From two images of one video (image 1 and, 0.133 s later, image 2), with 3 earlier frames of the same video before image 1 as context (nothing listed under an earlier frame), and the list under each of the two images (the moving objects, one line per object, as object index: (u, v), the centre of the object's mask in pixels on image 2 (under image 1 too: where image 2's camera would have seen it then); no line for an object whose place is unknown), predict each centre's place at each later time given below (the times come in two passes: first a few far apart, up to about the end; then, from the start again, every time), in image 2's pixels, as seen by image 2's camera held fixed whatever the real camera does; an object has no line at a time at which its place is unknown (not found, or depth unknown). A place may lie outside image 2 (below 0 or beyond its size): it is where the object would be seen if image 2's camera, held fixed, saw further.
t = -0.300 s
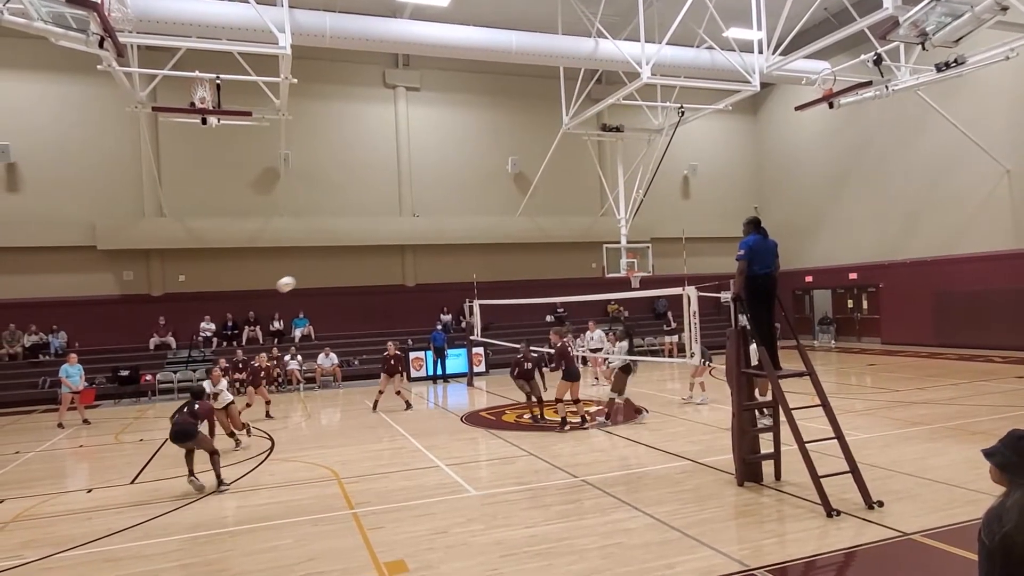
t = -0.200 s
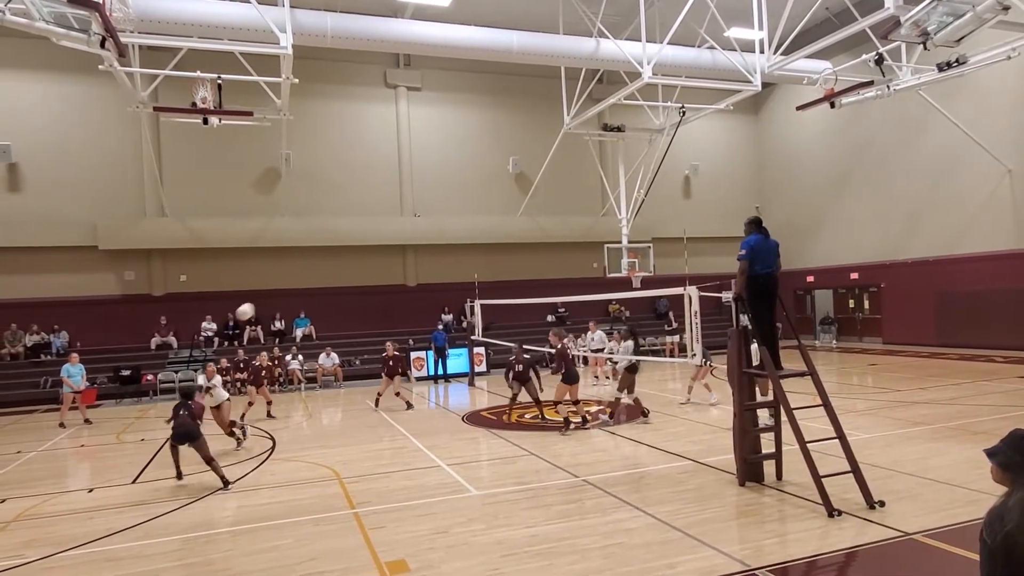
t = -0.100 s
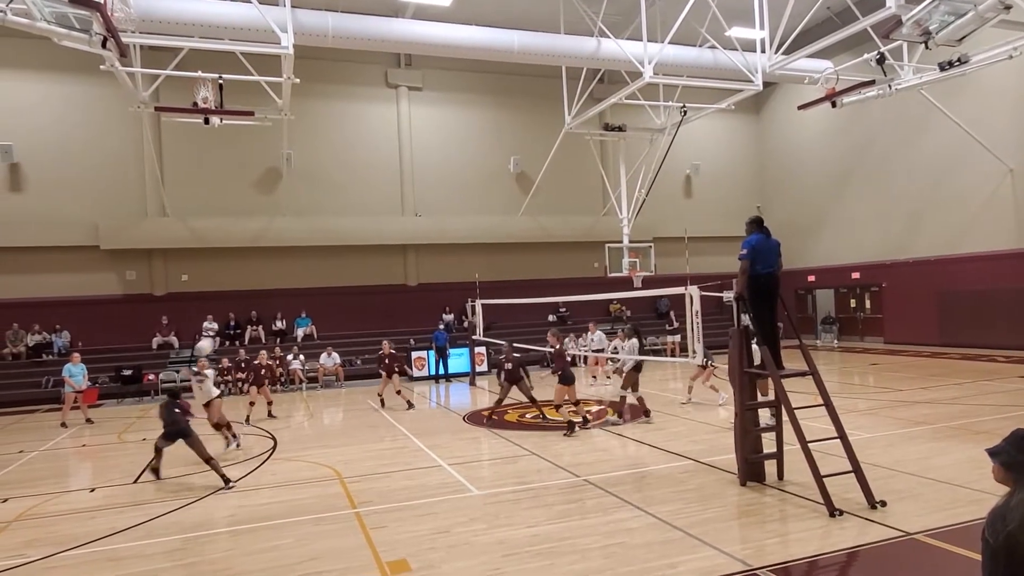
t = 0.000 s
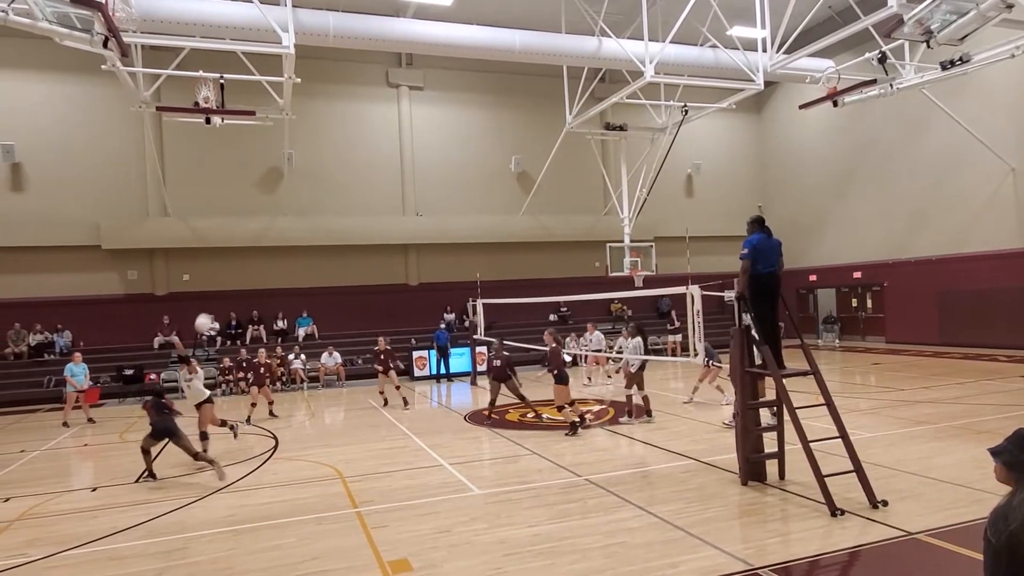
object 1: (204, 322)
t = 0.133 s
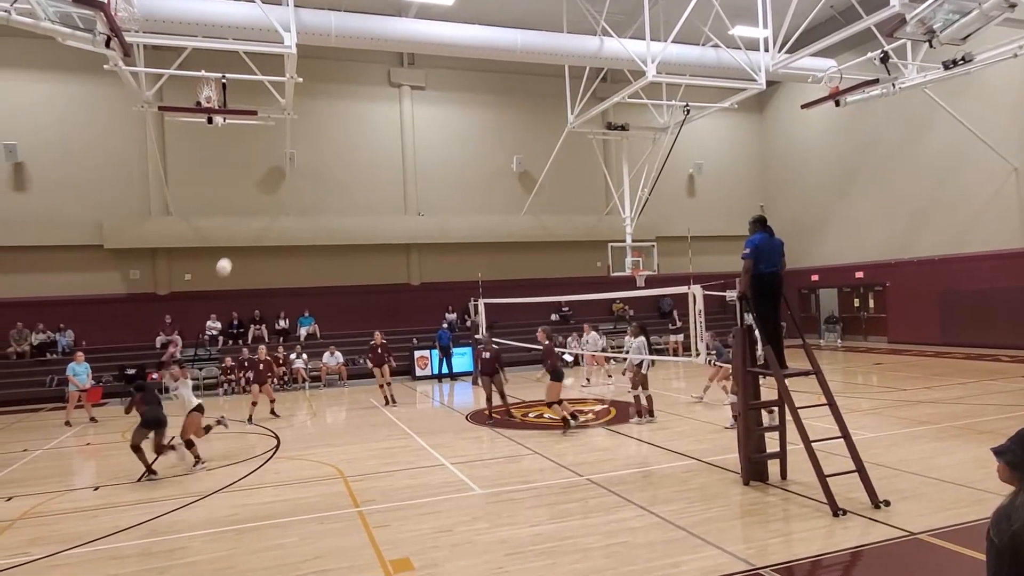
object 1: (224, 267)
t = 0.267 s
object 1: (243, 225)
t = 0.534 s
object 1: (277, 179)
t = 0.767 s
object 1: (306, 175)
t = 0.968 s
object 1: (330, 197)
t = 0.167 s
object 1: (228, 256)
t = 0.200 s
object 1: (233, 245)
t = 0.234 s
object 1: (238, 235)
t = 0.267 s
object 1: (243, 225)
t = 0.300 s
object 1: (247, 217)
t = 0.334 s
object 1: (251, 209)
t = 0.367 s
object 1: (256, 202)
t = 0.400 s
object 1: (260, 196)
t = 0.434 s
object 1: (265, 191)
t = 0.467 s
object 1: (269, 186)
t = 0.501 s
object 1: (273, 182)
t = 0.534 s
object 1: (277, 179)
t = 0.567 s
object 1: (281, 177)
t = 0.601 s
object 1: (285, 175)
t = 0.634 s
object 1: (289, 173)
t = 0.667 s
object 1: (293, 173)
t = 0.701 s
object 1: (297, 173)
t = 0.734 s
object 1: (301, 174)
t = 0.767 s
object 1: (306, 175)
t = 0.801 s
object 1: (310, 178)
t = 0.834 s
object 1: (314, 180)
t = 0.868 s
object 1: (318, 184)
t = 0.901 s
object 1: (322, 188)
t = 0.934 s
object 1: (326, 192)
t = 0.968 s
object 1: (330, 197)
